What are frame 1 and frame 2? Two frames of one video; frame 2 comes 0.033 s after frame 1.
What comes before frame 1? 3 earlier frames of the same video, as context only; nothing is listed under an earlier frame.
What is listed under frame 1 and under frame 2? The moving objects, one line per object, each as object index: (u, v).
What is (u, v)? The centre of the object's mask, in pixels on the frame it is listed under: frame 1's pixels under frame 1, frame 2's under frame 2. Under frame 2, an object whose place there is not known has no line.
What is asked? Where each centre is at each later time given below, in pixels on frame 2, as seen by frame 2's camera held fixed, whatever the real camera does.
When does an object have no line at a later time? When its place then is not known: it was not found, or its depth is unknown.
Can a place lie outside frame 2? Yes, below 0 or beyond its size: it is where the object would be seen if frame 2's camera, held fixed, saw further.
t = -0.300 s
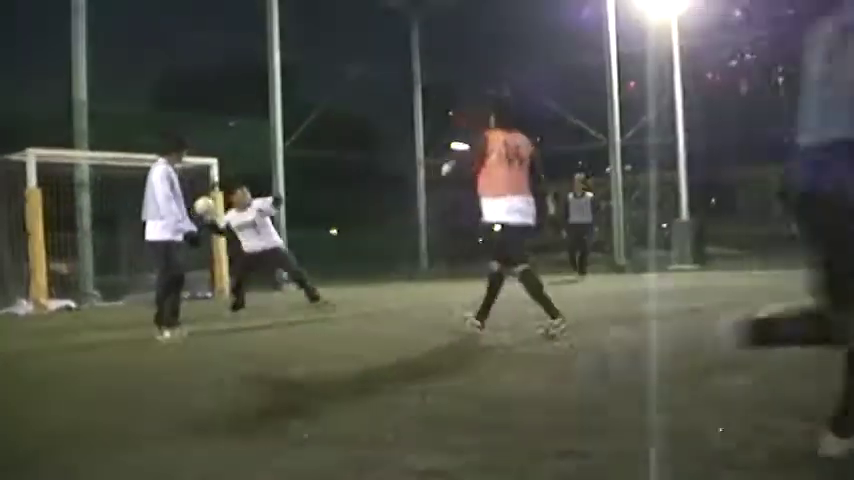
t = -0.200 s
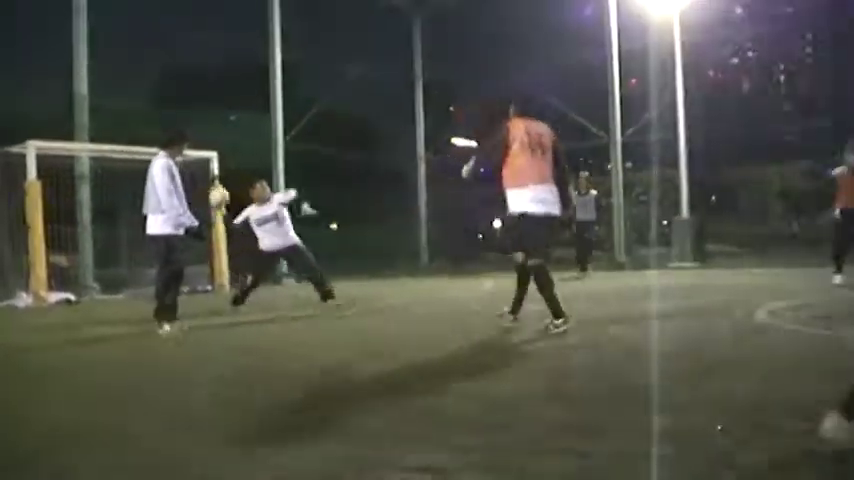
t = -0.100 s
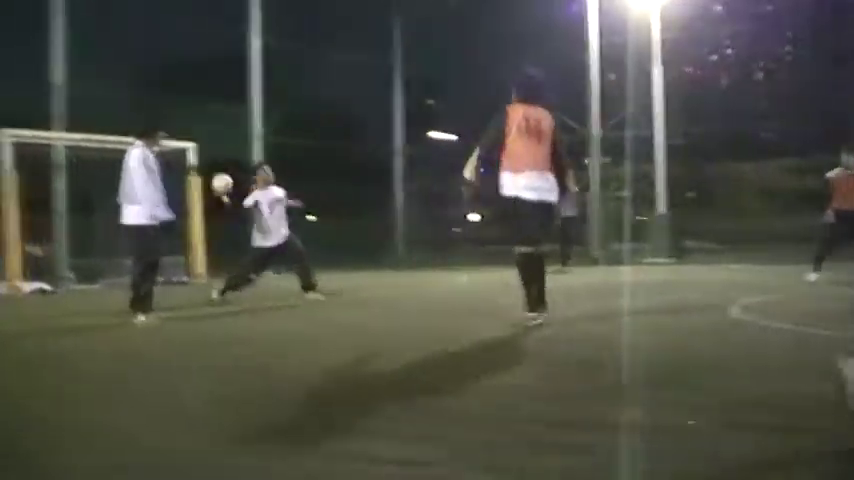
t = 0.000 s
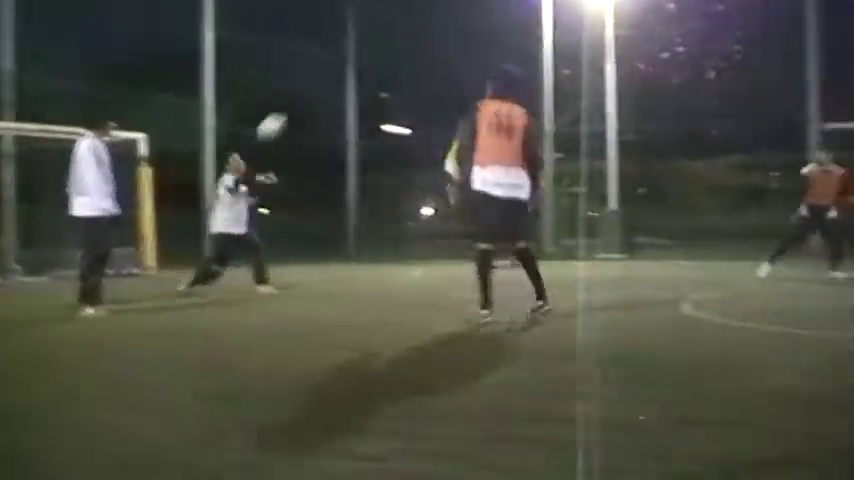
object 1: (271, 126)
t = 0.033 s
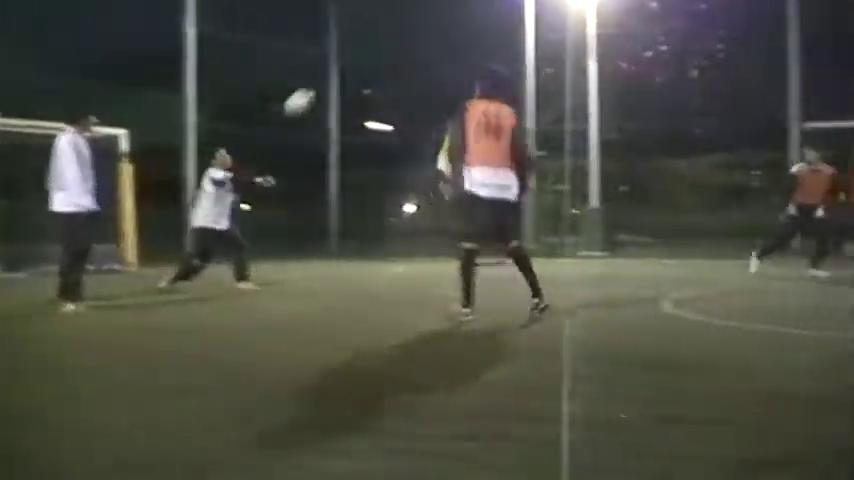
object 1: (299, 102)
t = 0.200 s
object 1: (549, 5)
